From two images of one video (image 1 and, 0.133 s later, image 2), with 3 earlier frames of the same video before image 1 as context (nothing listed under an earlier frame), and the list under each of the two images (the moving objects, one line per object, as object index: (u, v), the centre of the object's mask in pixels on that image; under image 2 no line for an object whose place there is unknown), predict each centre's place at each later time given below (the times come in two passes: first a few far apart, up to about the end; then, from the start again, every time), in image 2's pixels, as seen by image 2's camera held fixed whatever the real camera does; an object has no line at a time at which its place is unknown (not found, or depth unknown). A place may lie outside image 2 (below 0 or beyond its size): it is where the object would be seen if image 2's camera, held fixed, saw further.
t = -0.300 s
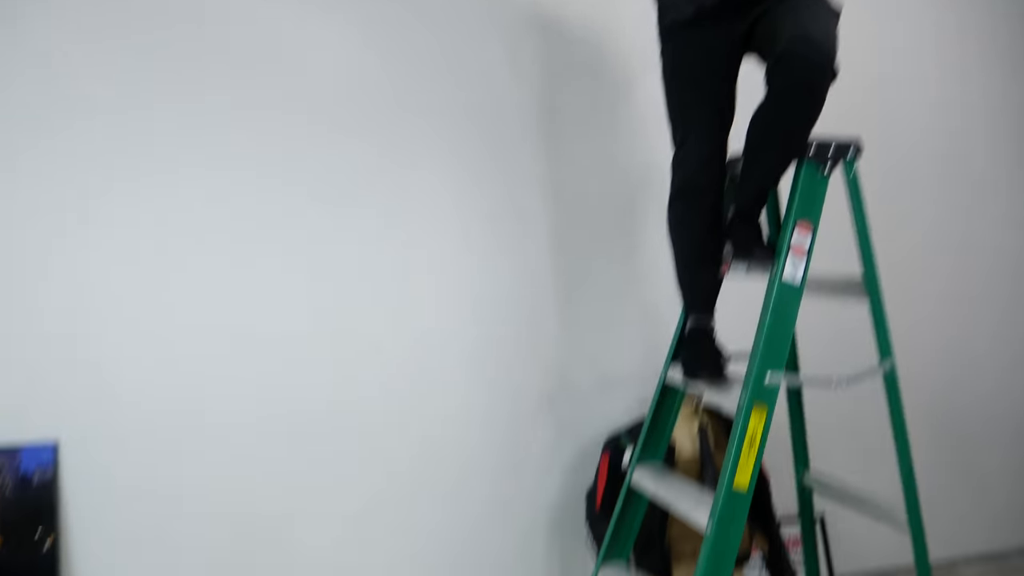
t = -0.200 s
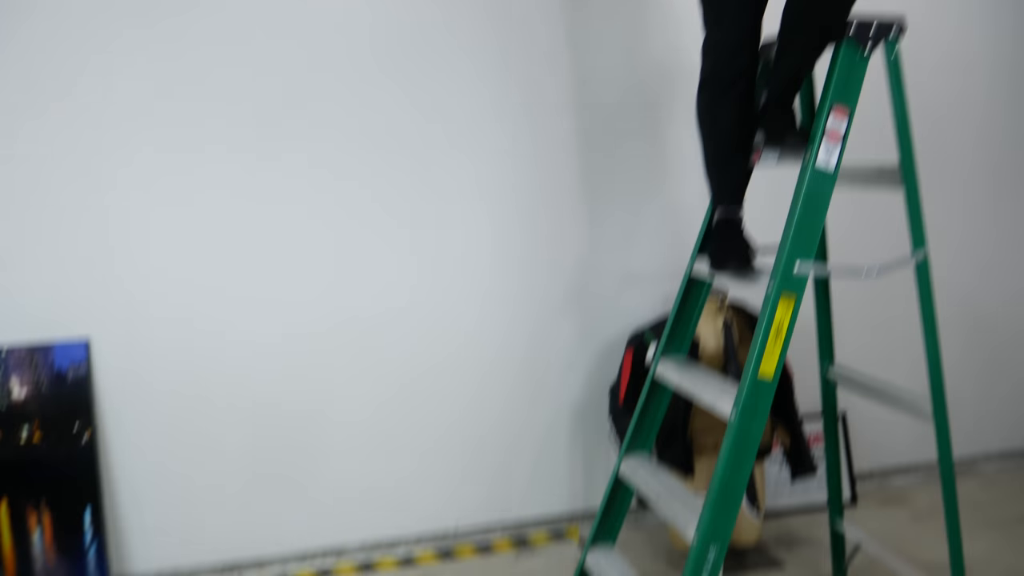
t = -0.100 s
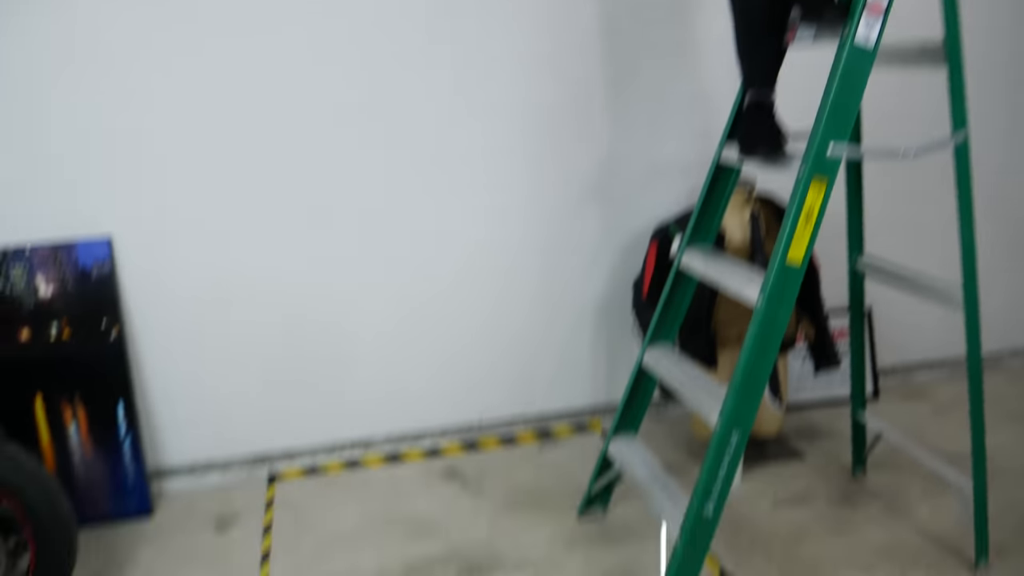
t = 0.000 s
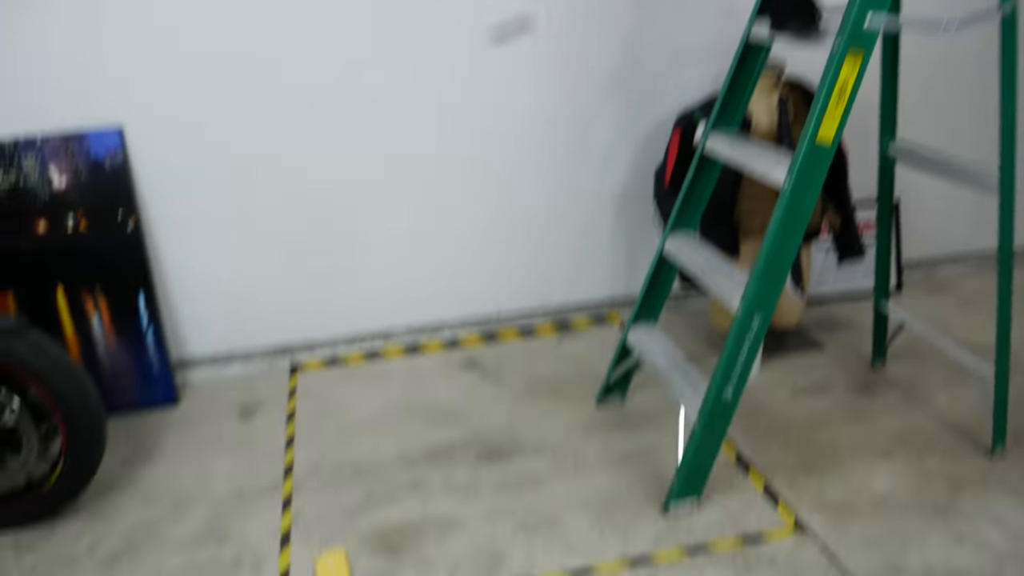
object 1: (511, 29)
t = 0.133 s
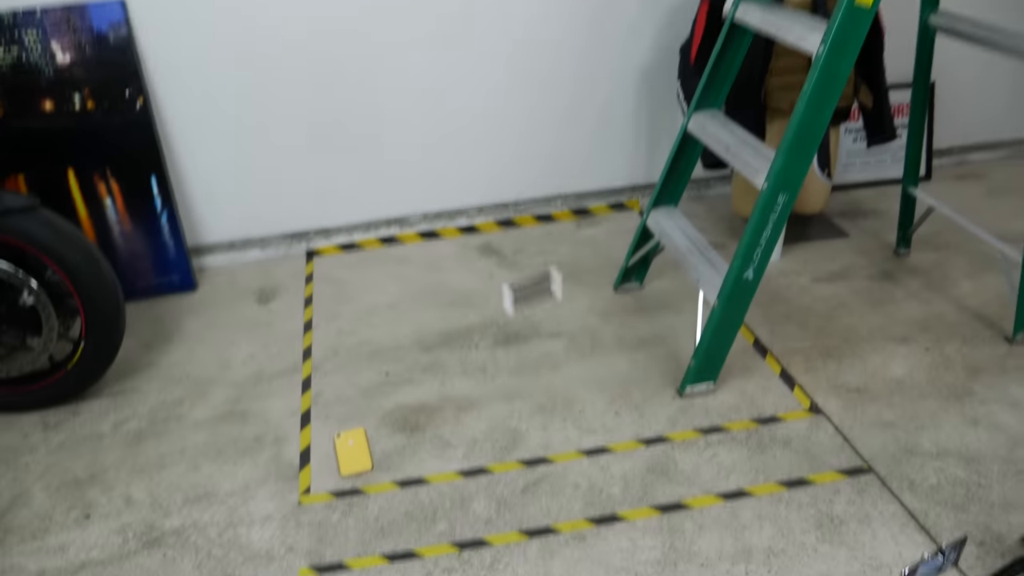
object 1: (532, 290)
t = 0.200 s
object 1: (532, 394)
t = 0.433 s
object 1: (533, 399)
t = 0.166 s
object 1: (531, 373)
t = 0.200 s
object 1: (532, 394)
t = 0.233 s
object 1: (532, 389)
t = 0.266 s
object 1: (531, 388)
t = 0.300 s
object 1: (531, 389)
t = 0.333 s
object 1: (532, 393)
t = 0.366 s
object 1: (533, 398)
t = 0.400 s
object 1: (533, 398)
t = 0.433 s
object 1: (533, 399)
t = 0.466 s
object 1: (533, 399)
